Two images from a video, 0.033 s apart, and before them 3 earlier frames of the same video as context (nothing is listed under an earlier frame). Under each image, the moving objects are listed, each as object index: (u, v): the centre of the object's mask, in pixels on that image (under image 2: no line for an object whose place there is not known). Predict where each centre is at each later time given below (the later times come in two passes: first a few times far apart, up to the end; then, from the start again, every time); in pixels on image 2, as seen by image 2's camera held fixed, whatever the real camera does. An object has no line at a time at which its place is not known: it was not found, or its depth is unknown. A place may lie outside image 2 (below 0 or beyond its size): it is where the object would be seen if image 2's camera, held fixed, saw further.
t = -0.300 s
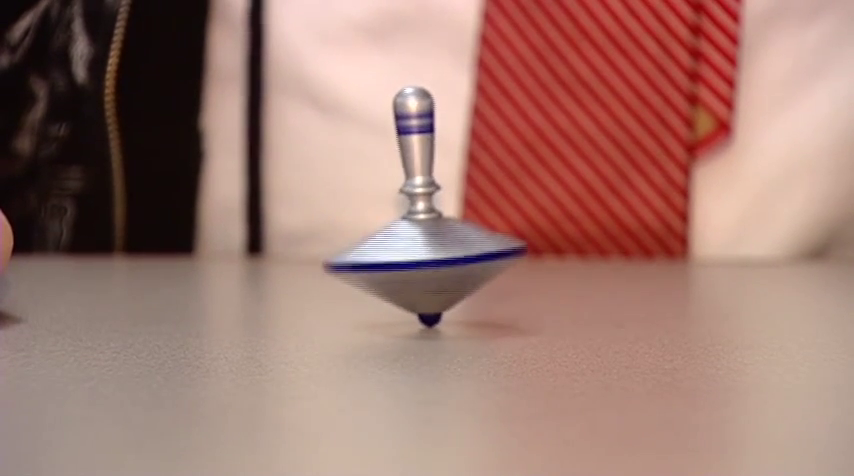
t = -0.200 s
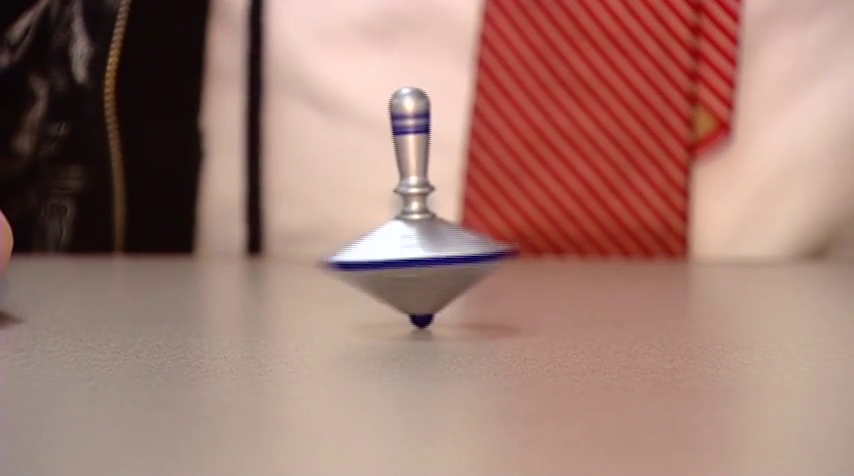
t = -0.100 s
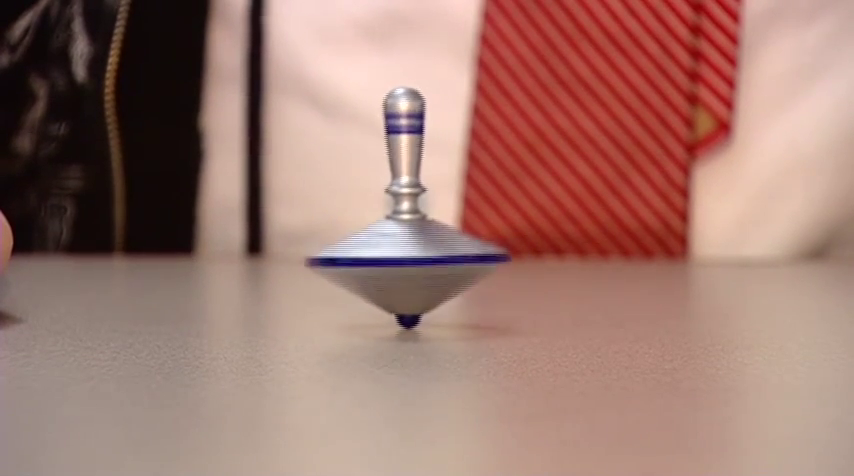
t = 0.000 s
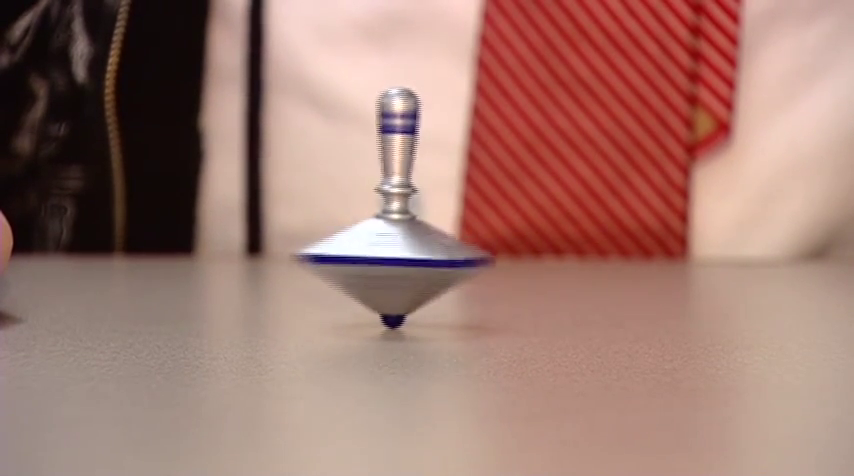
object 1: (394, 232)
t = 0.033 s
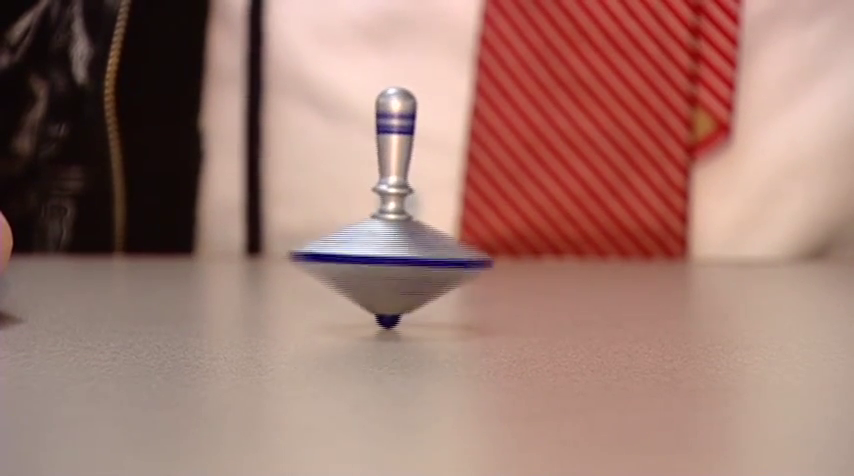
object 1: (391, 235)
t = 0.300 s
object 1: (376, 232)
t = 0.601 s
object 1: (399, 228)
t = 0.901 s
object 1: (418, 230)
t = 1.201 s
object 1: (392, 233)
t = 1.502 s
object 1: (369, 229)
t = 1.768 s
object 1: (387, 228)
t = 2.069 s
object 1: (407, 230)
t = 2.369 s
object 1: (386, 232)
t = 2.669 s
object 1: (365, 229)
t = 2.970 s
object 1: (386, 228)
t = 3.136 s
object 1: (397, 228)
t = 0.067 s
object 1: (386, 233)
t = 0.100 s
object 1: (385, 234)
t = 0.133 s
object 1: (380, 232)
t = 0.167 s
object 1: (378, 233)
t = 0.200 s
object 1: (376, 231)
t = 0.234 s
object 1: (376, 232)
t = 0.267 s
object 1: (374, 230)
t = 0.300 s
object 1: (376, 232)
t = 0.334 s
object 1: (375, 230)
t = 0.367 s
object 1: (378, 231)
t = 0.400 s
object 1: (380, 228)
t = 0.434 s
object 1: (382, 230)
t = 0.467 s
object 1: (386, 229)
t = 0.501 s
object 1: (389, 229)
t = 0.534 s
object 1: (393, 229)
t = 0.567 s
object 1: (395, 228)
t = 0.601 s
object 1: (399, 228)
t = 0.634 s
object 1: (404, 228)
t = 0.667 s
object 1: (408, 229)
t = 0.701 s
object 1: (410, 229)
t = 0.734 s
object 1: (413, 230)
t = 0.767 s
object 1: (414, 229)
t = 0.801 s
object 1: (416, 230)
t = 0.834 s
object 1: (418, 229)
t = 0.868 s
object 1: (417, 230)
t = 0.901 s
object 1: (418, 230)
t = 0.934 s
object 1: (416, 230)
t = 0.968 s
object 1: (416, 231)
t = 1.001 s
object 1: (413, 230)
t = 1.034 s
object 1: (410, 232)
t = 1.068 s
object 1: (409, 231)
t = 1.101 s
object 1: (403, 232)
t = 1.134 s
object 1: (401, 233)
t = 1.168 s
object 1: (396, 231)
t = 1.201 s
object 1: (392, 233)
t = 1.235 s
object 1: (388, 232)
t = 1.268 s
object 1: (383, 233)
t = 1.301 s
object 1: (382, 233)
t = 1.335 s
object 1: (376, 231)
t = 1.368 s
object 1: (374, 232)
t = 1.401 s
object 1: (373, 230)
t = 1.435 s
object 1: (371, 231)
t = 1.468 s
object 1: (372, 231)
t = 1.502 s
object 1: (369, 229)
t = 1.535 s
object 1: (370, 231)
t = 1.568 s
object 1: (372, 229)
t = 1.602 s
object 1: (372, 229)
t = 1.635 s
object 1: (376, 230)
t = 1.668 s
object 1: (378, 227)
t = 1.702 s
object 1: (379, 229)
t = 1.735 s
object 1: (384, 228)
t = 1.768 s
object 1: (387, 228)
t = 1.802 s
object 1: (389, 229)
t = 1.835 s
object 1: (393, 227)
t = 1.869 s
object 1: (395, 228)
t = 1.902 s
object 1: (400, 229)
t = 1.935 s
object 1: (403, 228)
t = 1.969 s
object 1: (403, 229)
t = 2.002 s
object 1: (405, 230)
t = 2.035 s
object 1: (407, 229)
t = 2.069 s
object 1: (407, 230)
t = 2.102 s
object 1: (406, 231)
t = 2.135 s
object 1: (406, 230)
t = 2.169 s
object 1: (404, 231)
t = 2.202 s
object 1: (403, 232)
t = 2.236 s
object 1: (399, 231)
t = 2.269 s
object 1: (396, 232)
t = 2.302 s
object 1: (394, 233)
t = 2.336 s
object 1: (389, 230)
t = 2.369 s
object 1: (386, 232)
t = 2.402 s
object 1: (383, 233)
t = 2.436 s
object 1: (379, 230)
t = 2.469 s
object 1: (376, 232)
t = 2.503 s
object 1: (373, 232)
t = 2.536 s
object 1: (371, 230)
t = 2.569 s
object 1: (366, 231)
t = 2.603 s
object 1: (367, 232)
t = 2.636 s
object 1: (367, 230)
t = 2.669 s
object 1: (365, 229)
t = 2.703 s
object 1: (366, 231)
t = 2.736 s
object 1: (367, 230)
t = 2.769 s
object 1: (368, 228)
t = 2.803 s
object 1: (370, 229)
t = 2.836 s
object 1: (374, 229)
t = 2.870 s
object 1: (377, 227)
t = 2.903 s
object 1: (377, 228)
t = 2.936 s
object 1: (381, 229)
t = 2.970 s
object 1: (386, 228)
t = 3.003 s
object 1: (388, 227)
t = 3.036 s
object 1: (390, 228)
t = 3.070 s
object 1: (395, 229)
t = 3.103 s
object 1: (397, 228)
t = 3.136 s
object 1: (397, 228)
